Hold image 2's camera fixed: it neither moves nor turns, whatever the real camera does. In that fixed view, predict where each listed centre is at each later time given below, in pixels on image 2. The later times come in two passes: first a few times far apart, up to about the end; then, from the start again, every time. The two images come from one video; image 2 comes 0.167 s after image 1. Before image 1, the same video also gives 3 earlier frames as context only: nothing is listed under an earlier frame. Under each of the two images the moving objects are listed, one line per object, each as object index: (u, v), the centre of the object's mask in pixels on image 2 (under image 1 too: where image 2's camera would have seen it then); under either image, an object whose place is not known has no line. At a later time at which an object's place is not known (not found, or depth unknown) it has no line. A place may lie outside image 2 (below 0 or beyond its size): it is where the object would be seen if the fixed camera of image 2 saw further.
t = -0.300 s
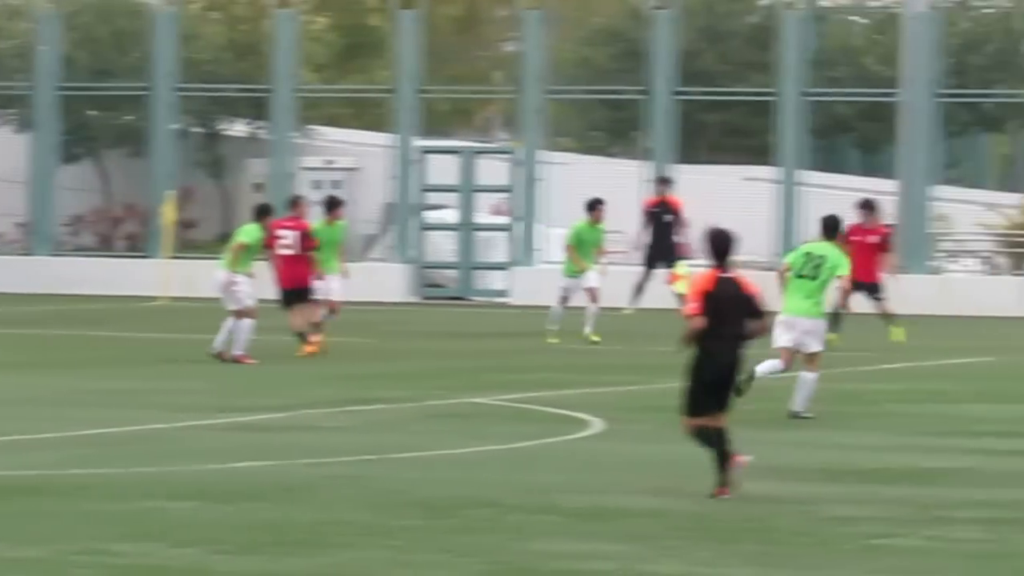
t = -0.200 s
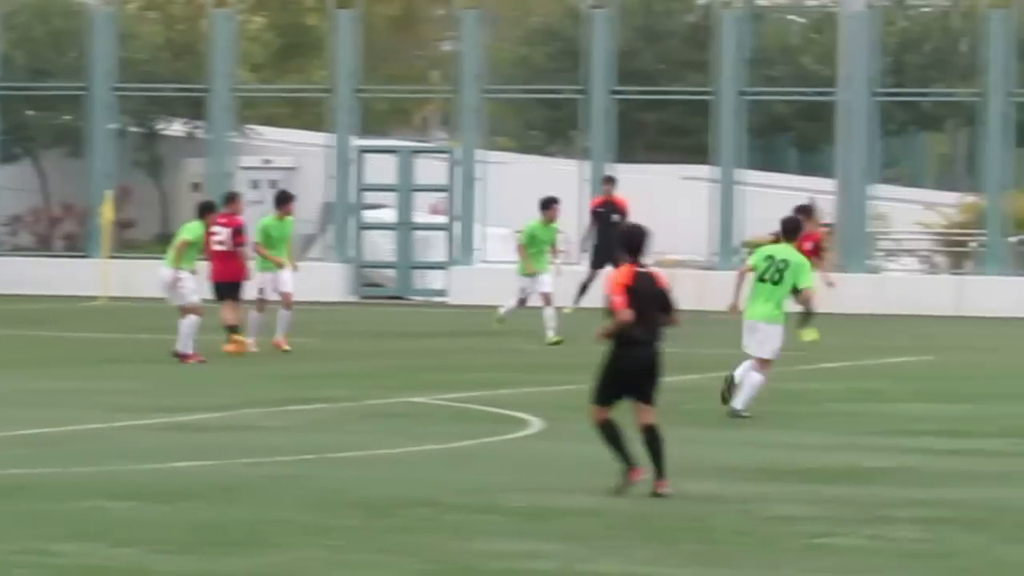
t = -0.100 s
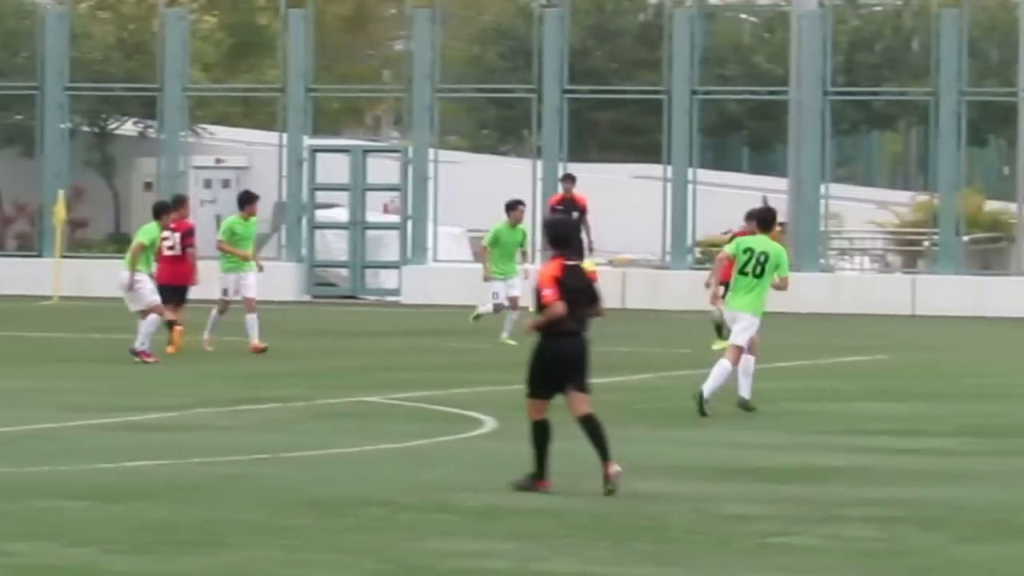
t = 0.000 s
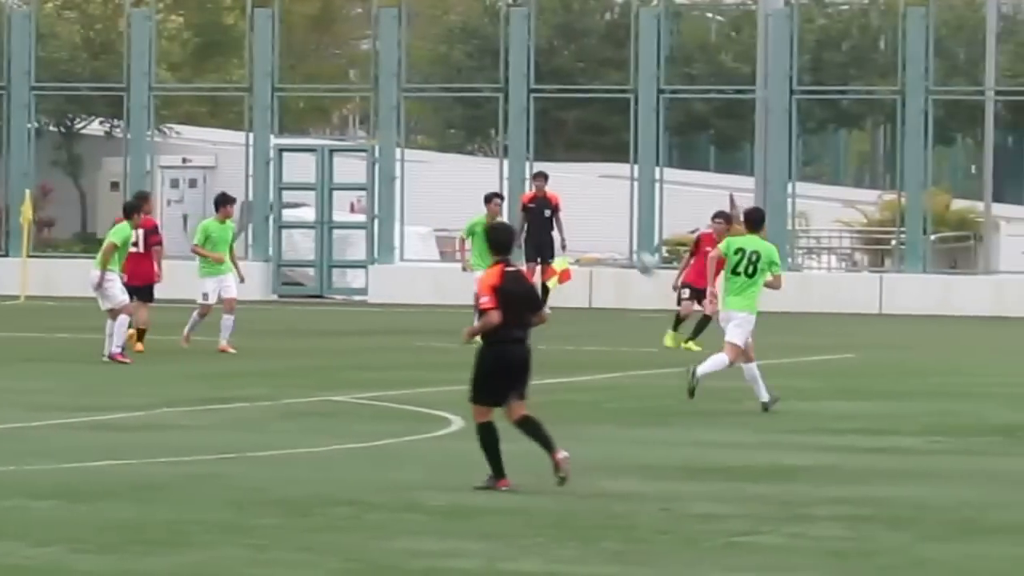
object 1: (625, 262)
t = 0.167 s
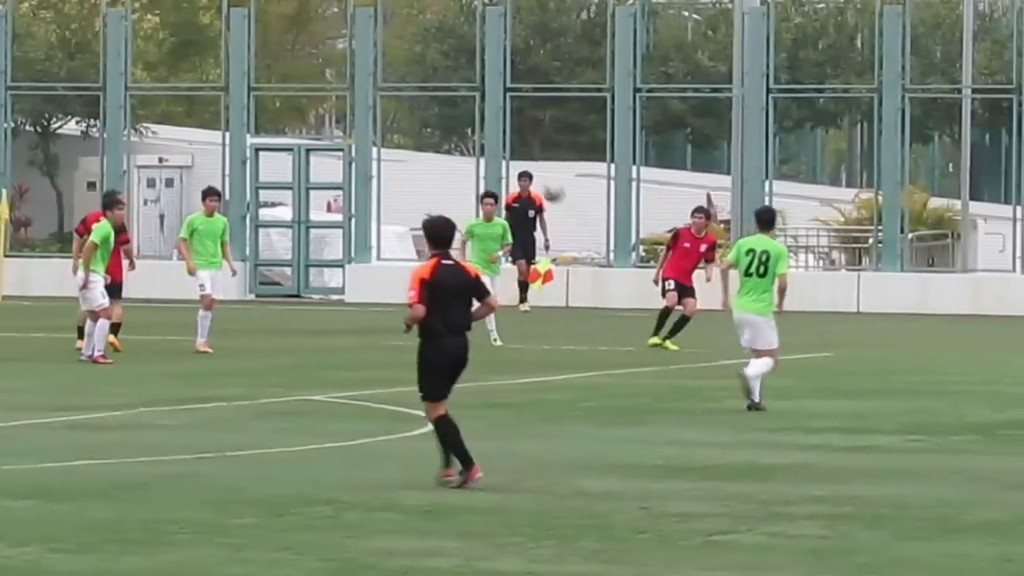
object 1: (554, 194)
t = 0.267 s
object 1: (511, 154)
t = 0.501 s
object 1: (408, 91)
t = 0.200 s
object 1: (540, 181)
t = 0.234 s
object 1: (524, 166)
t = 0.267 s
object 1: (511, 154)
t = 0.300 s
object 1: (496, 144)
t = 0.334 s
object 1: (481, 132)
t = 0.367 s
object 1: (467, 123)
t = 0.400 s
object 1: (451, 114)
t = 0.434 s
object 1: (437, 106)
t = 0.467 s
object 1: (422, 98)
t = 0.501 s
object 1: (408, 91)
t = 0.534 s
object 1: (392, 86)
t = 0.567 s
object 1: (377, 83)
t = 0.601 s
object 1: (361, 79)
